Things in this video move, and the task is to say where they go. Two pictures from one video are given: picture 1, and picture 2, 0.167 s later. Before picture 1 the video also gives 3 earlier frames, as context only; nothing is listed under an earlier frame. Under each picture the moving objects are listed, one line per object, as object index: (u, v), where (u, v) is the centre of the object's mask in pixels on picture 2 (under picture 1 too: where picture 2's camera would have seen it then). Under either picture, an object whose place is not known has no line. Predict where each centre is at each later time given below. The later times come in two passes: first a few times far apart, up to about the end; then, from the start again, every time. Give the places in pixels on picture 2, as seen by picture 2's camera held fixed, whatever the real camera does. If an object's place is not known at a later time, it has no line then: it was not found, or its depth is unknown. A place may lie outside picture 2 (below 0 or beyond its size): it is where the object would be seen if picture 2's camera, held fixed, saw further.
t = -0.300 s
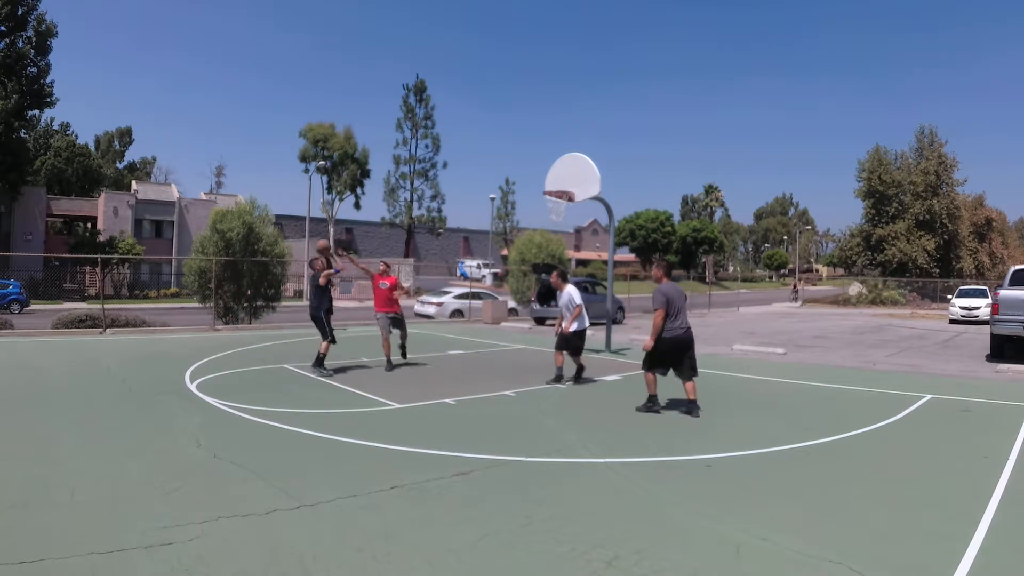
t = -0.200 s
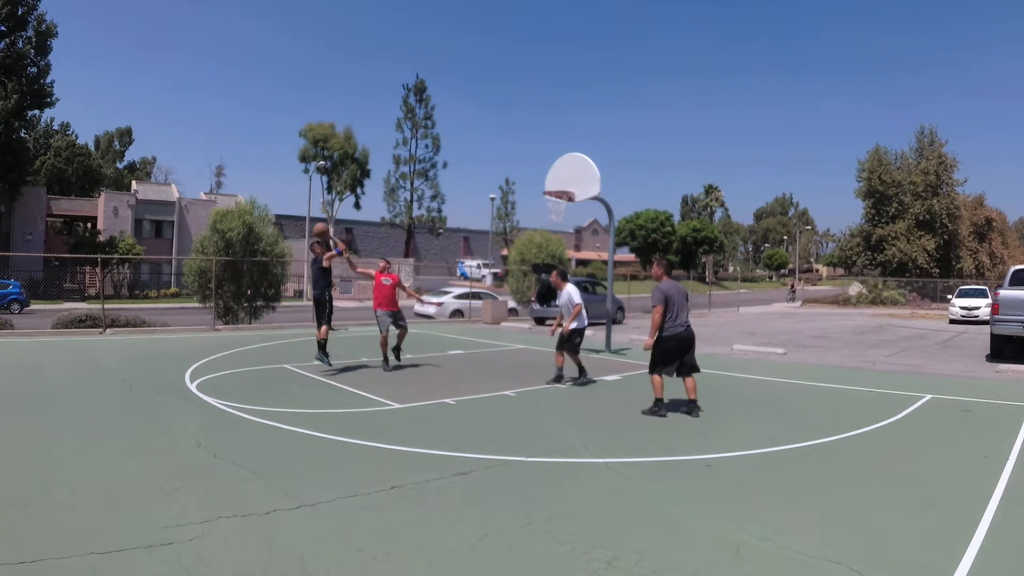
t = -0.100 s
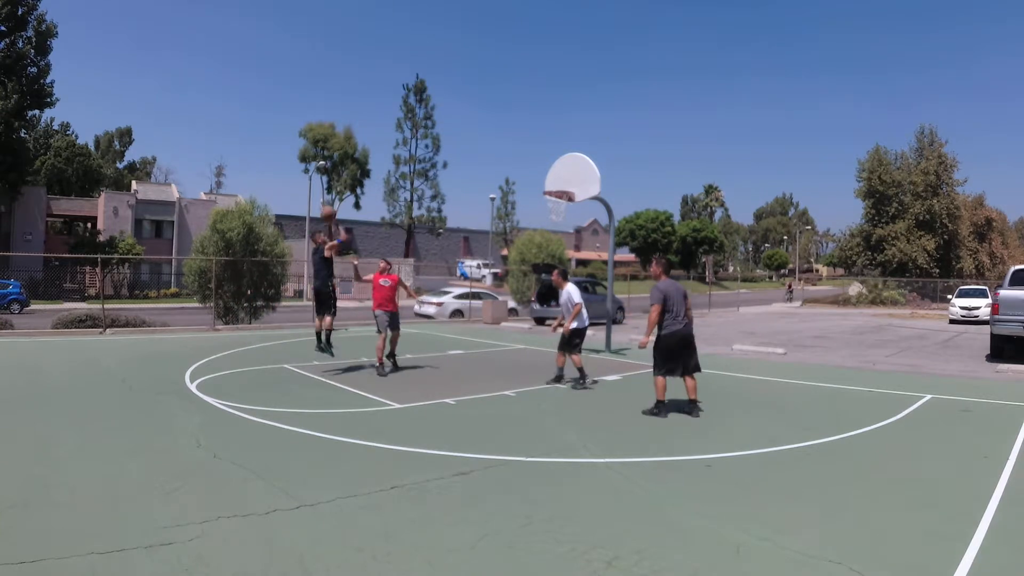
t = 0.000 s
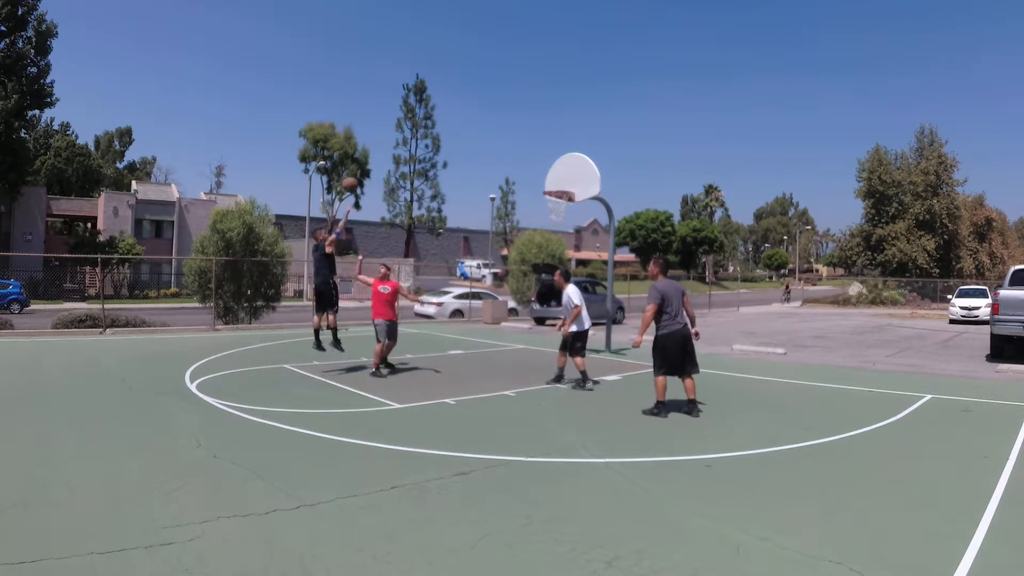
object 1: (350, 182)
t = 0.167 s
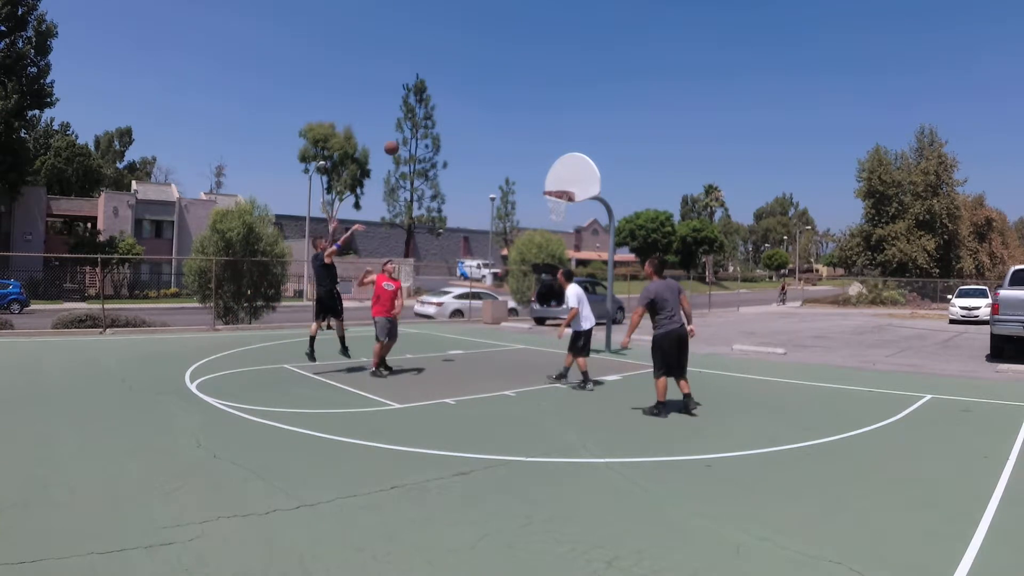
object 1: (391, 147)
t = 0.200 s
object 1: (399, 143)
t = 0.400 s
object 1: (444, 127)
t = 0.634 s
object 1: (492, 139)
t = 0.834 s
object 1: (529, 172)
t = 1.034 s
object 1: (522, 163)
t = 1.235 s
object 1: (495, 145)
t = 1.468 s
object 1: (463, 150)
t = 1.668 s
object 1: (435, 178)
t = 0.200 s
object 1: (399, 143)
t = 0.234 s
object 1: (407, 138)
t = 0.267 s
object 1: (415, 135)
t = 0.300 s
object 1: (422, 131)
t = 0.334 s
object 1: (429, 130)
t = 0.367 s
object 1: (437, 128)
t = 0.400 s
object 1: (444, 127)
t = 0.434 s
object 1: (451, 126)
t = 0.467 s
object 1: (458, 127)
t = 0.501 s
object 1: (465, 128)
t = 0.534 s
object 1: (472, 130)
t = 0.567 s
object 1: (479, 132)
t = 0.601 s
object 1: (485, 135)
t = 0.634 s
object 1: (492, 139)
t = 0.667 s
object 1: (498, 143)
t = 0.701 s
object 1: (504, 148)
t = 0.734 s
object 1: (511, 153)
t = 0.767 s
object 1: (517, 159)
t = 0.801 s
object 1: (523, 165)
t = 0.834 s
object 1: (529, 172)
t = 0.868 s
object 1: (535, 180)
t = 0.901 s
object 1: (540, 187)
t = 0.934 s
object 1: (536, 180)
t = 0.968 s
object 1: (532, 174)
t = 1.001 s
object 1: (527, 168)
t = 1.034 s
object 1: (522, 163)
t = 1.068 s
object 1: (518, 159)
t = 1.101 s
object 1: (513, 155)
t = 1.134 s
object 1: (509, 151)
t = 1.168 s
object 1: (504, 148)
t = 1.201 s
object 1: (499, 146)
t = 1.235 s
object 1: (495, 145)
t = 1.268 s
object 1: (490, 144)
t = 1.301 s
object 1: (486, 143)
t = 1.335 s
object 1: (481, 144)
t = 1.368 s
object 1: (476, 144)
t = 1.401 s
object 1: (472, 145)
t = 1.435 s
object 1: (467, 147)
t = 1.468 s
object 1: (463, 150)
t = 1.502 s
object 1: (458, 153)
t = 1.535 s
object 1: (453, 157)
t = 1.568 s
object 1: (449, 161)
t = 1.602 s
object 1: (444, 166)
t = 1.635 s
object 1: (440, 172)
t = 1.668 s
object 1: (435, 178)
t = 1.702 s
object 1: (431, 184)
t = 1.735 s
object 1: (425, 192)
